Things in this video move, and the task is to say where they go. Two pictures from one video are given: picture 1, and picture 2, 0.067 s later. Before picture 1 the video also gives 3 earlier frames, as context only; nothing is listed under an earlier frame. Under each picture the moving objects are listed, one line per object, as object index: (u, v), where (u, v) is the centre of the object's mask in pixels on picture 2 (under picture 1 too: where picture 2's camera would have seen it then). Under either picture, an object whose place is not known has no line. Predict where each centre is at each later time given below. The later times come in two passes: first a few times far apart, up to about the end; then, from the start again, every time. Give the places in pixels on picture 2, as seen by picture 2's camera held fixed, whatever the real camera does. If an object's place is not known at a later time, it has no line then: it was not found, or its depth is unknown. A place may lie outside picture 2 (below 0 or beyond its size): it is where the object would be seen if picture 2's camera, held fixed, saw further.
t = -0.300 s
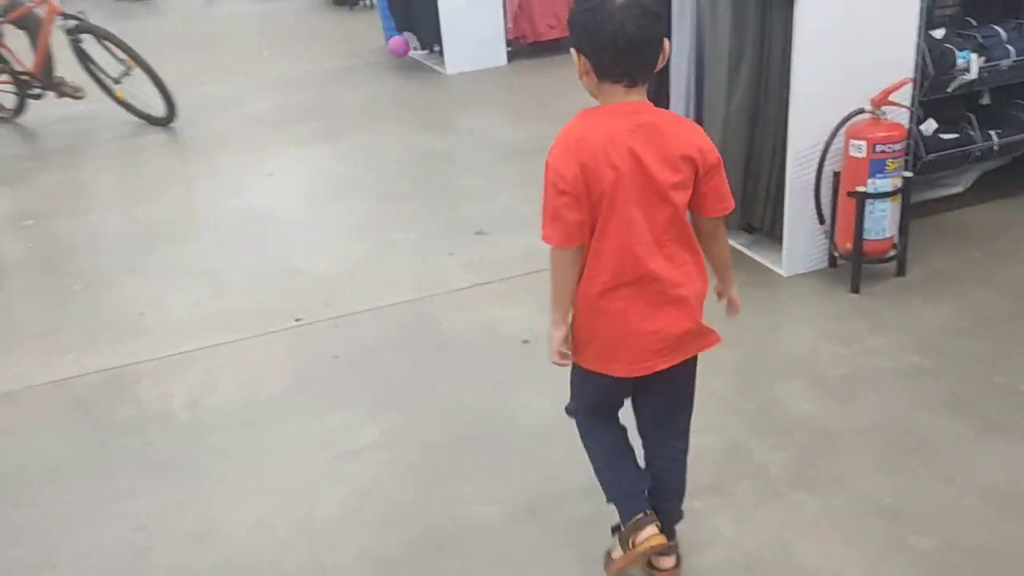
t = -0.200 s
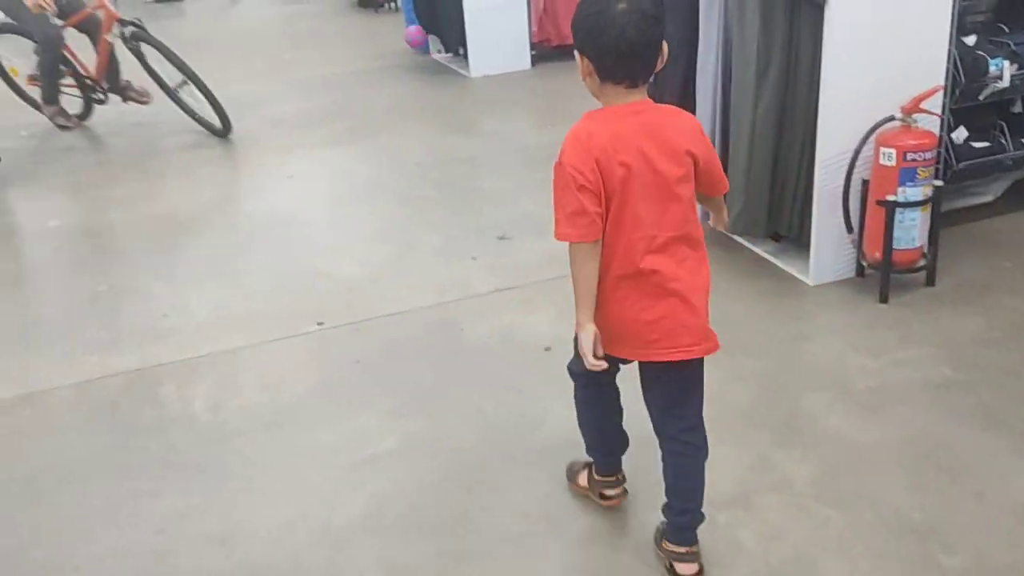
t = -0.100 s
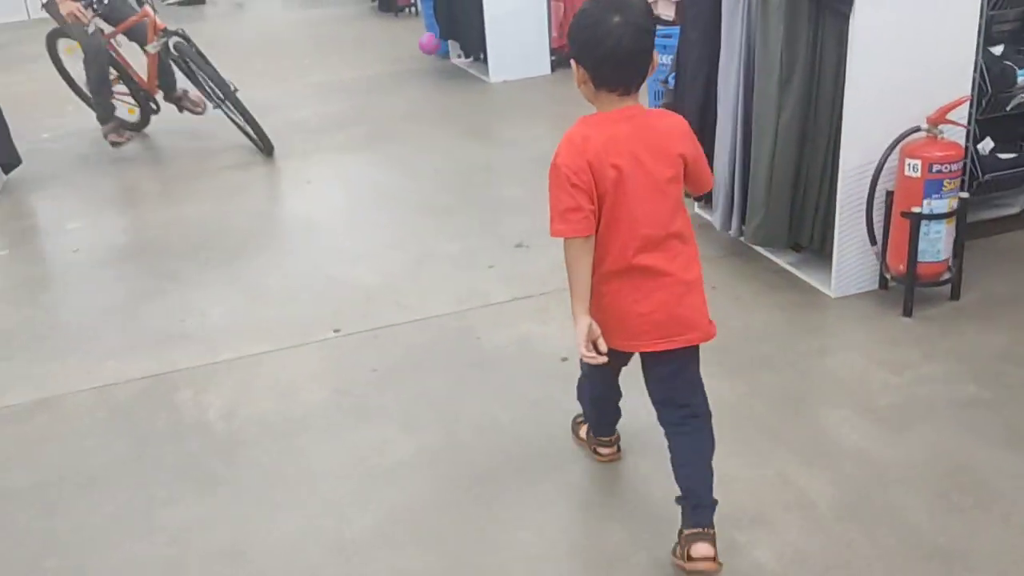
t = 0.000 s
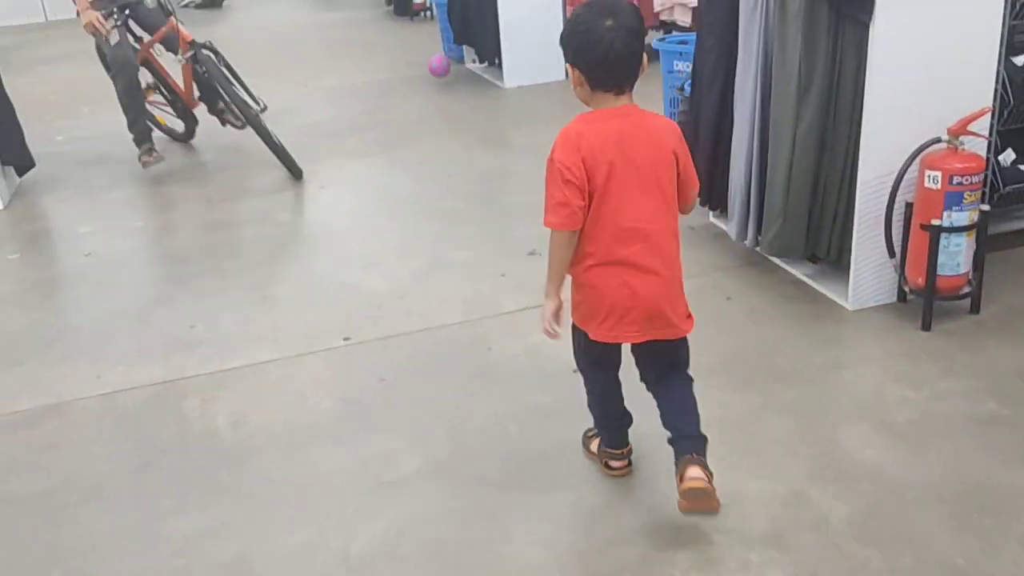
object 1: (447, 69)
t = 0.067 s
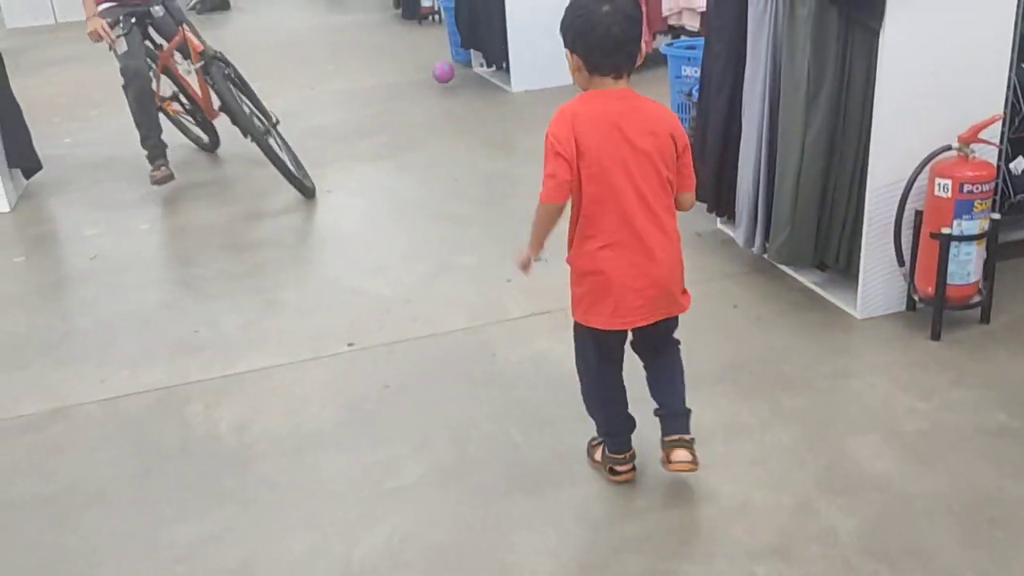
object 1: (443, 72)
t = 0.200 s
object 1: (435, 57)
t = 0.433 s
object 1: (426, 71)
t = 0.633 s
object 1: (416, 72)
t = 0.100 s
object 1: (441, 66)
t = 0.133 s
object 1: (439, 61)
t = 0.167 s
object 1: (437, 58)
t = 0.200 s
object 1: (435, 57)
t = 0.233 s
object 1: (434, 58)
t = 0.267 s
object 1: (432, 60)
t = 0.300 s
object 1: (431, 64)
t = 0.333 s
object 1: (430, 70)
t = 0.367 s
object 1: (429, 77)
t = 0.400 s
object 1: (428, 78)
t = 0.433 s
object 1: (426, 71)
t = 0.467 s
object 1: (424, 67)
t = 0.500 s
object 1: (421, 64)
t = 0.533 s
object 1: (420, 64)
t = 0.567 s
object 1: (419, 65)
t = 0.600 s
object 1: (417, 68)
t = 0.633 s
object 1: (416, 72)
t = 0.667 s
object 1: (415, 78)
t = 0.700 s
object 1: (414, 79)
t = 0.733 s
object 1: (411, 74)
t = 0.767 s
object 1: (408, 71)
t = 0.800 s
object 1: (406, 69)
